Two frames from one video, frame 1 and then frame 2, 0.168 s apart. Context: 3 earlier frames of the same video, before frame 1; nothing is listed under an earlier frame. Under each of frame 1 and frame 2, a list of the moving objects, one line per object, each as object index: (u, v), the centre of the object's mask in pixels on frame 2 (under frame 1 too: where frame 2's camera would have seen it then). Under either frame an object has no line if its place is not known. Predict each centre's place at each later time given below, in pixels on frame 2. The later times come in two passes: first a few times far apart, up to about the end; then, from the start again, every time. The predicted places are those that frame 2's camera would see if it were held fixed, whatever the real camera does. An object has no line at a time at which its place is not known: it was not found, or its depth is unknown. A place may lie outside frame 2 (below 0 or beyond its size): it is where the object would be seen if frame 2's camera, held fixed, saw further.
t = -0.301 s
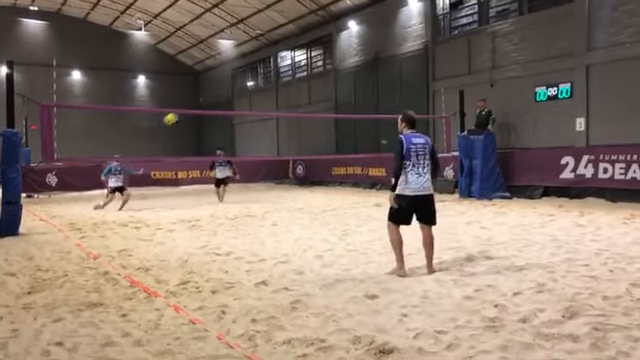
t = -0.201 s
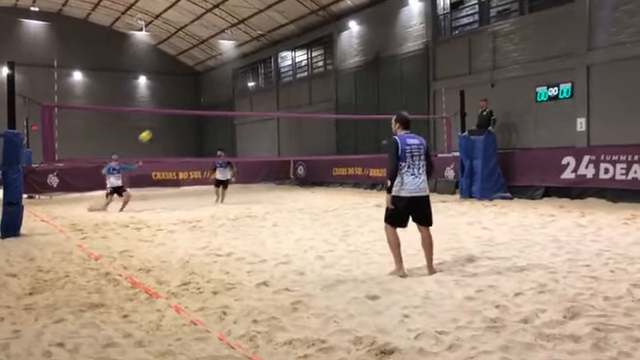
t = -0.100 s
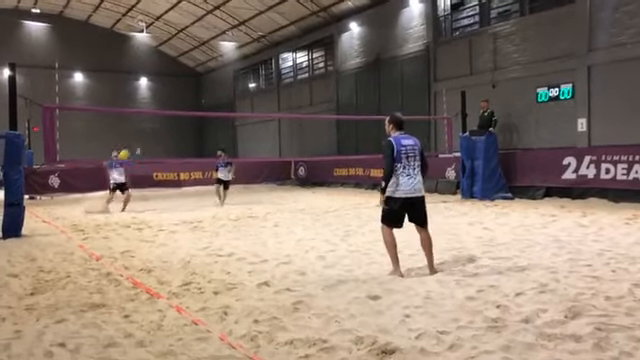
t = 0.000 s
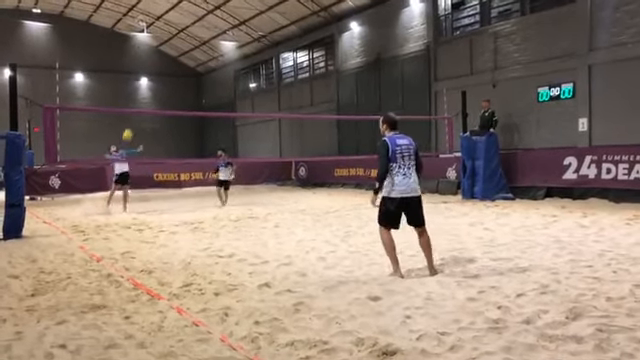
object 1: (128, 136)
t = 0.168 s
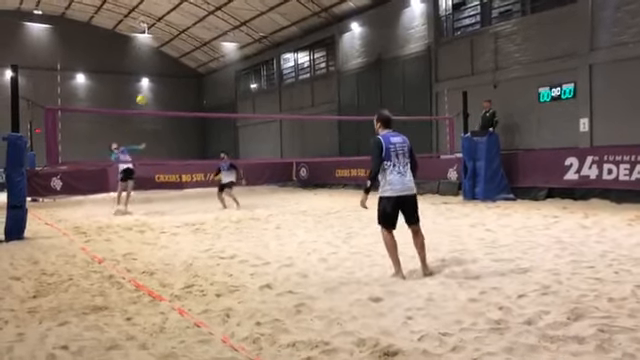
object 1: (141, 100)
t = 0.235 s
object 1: (146, 87)
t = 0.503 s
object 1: (167, 56)
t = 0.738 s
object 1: (185, 49)
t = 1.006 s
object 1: (212, 72)
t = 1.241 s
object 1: (233, 111)
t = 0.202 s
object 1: (143, 92)
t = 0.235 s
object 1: (146, 87)
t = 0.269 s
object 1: (149, 82)
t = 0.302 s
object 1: (151, 76)
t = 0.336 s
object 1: (153, 70)
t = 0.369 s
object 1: (156, 69)
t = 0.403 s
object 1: (159, 65)
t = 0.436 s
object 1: (162, 61)
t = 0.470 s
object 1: (164, 58)
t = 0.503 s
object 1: (167, 56)
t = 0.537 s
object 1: (169, 54)
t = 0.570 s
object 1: (171, 52)
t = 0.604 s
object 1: (174, 52)
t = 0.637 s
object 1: (177, 51)
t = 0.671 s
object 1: (180, 49)
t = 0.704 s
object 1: (183, 49)
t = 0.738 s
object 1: (185, 49)
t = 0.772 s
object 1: (192, 52)
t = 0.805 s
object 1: (194, 54)
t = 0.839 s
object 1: (197, 55)
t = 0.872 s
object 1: (200, 57)
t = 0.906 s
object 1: (203, 61)
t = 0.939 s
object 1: (206, 64)
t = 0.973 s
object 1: (209, 68)
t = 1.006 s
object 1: (212, 72)
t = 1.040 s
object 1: (215, 76)
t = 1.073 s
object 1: (218, 81)
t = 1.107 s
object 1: (221, 87)
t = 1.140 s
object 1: (224, 92)
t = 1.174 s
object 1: (227, 98)
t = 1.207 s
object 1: (230, 105)
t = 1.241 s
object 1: (233, 111)
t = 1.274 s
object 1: (237, 121)
